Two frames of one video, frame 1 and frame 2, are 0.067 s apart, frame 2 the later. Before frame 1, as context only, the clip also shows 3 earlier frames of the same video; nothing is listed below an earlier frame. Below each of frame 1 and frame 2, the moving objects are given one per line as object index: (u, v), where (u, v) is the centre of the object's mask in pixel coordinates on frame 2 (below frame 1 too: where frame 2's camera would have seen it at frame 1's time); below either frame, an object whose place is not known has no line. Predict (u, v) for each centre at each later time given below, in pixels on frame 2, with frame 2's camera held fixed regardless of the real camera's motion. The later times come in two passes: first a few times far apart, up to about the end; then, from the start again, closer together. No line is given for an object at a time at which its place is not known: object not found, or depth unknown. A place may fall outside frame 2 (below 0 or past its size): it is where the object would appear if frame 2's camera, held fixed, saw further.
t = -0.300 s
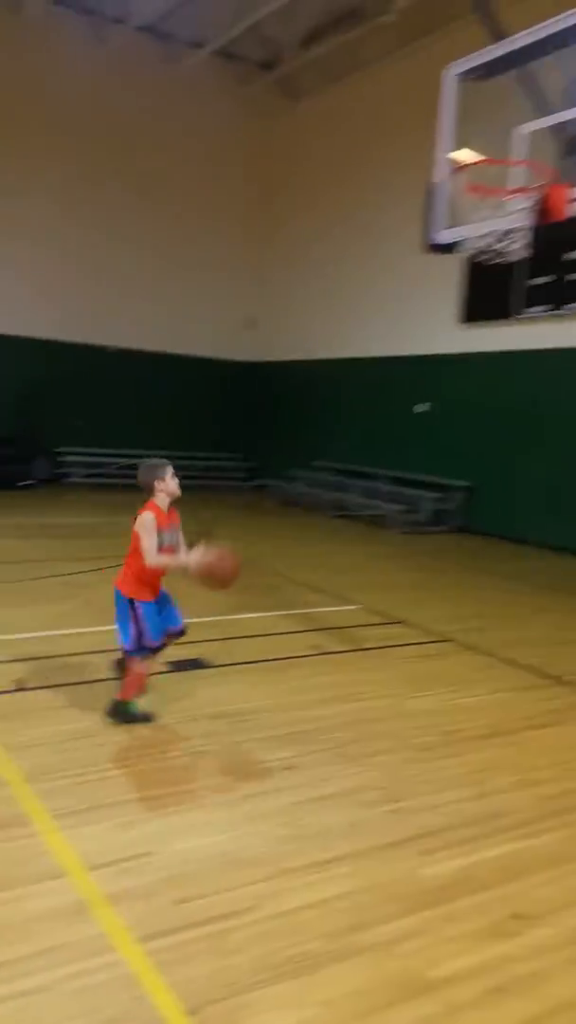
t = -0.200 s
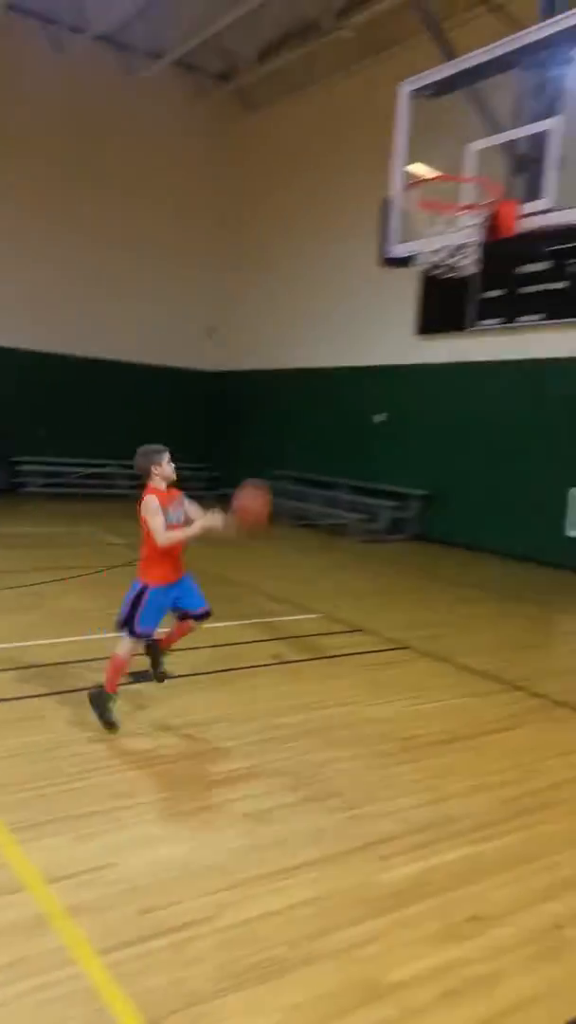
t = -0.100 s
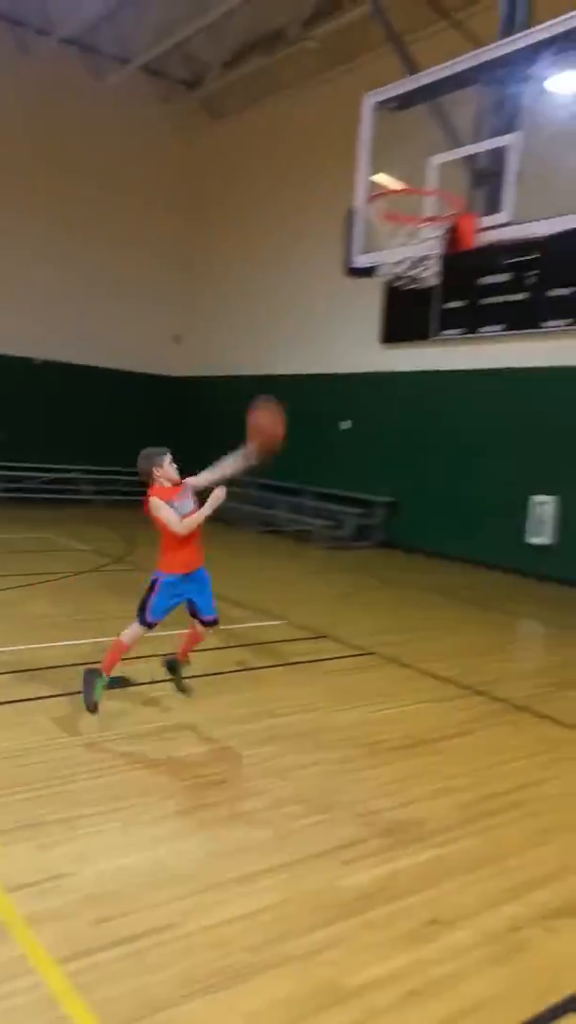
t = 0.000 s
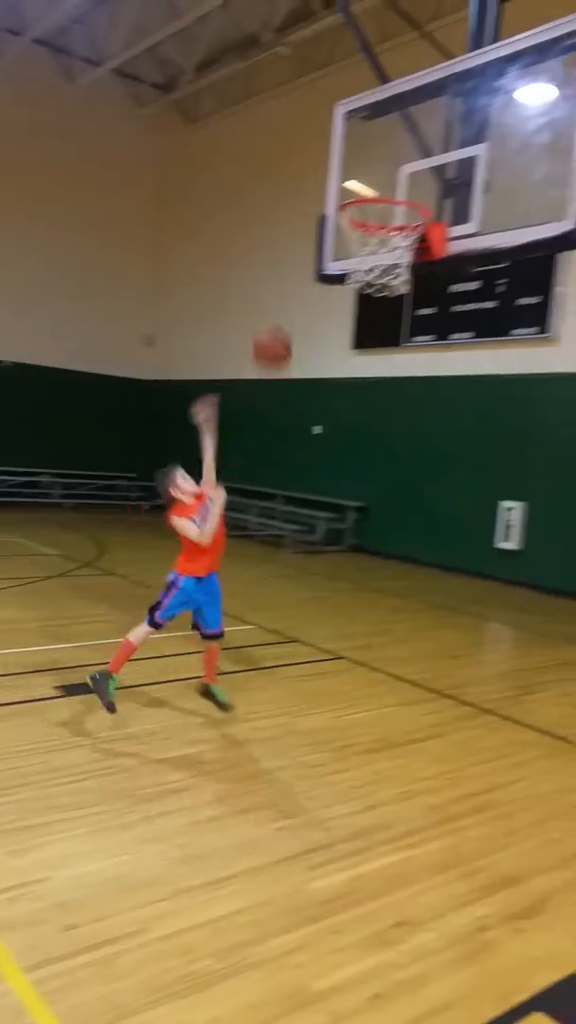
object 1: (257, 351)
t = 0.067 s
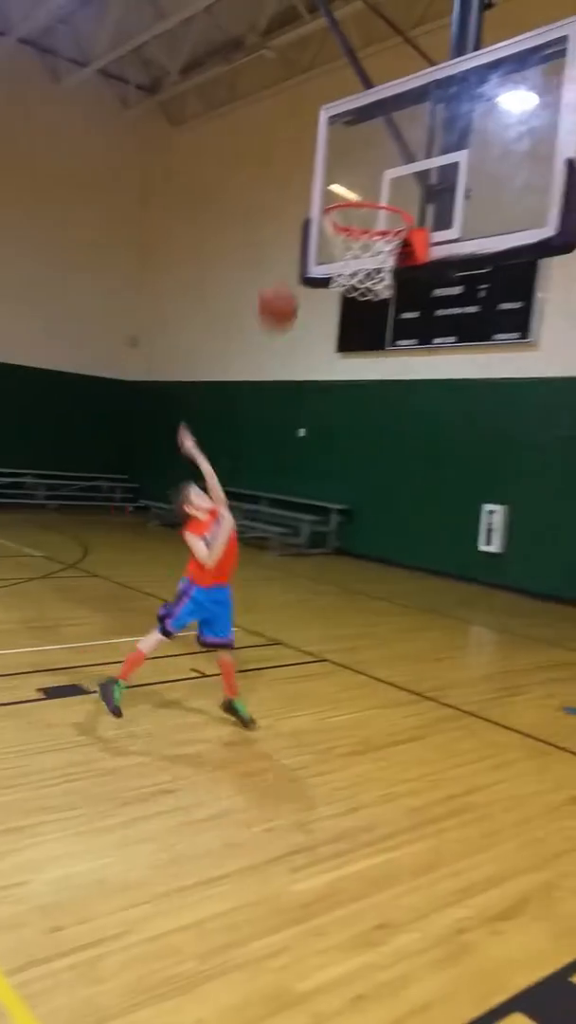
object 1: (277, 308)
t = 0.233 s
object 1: (317, 228)
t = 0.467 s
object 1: (344, 172)
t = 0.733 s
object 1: (330, 182)
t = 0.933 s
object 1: (336, 187)
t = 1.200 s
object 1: (378, 252)
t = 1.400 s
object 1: (382, 339)
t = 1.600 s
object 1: (373, 495)
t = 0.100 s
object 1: (288, 287)
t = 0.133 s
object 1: (297, 268)
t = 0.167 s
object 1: (308, 251)
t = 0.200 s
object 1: (313, 238)
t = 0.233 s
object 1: (317, 228)
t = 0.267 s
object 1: (341, 208)
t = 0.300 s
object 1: (345, 202)
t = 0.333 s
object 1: (348, 190)
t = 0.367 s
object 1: (349, 184)
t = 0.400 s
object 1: (347, 179)
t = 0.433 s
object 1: (346, 175)
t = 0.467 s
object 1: (344, 172)
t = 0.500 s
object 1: (342, 171)
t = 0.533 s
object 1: (339, 171)
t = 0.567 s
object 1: (337, 174)
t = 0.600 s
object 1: (333, 179)
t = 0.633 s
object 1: (331, 183)
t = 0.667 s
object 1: (328, 192)
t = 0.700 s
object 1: (330, 184)
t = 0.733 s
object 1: (330, 182)
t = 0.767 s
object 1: (333, 178)
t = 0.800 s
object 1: (334, 177)
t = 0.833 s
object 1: (334, 177)
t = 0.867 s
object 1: (335, 180)
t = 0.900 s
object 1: (336, 182)
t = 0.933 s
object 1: (336, 187)
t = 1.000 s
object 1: (345, 198)
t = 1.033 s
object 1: (351, 204)
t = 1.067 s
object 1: (354, 212)
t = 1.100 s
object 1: (361, 219)
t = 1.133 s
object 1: (364, 228)
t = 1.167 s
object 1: (371, 239)
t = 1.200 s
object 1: (378, 252)
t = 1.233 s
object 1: (381, 268)
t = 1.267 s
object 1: (379, 287)
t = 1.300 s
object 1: (380, 295)
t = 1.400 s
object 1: (382, 339)
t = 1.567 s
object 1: (378, 464)
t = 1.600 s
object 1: (373, 495)
